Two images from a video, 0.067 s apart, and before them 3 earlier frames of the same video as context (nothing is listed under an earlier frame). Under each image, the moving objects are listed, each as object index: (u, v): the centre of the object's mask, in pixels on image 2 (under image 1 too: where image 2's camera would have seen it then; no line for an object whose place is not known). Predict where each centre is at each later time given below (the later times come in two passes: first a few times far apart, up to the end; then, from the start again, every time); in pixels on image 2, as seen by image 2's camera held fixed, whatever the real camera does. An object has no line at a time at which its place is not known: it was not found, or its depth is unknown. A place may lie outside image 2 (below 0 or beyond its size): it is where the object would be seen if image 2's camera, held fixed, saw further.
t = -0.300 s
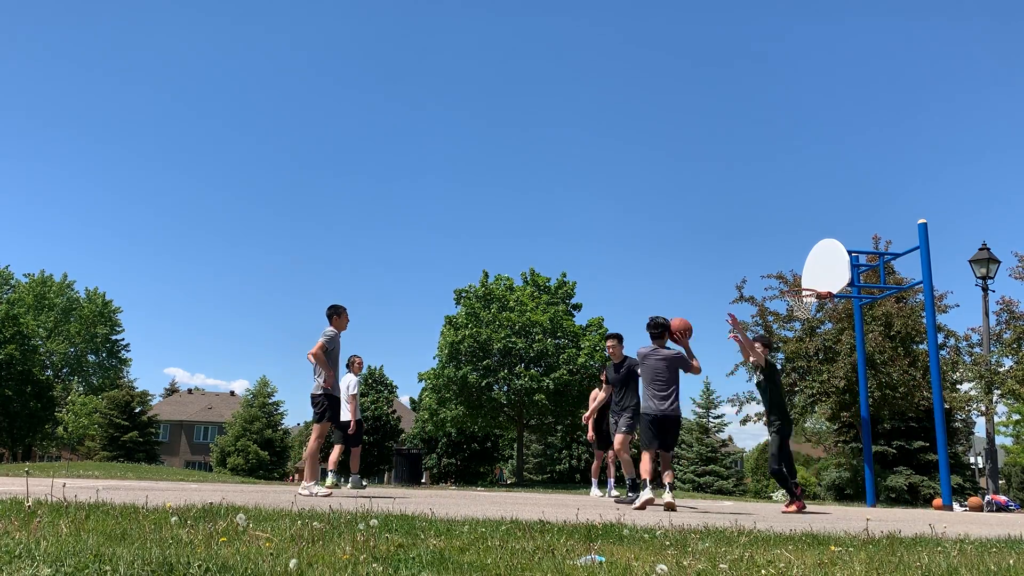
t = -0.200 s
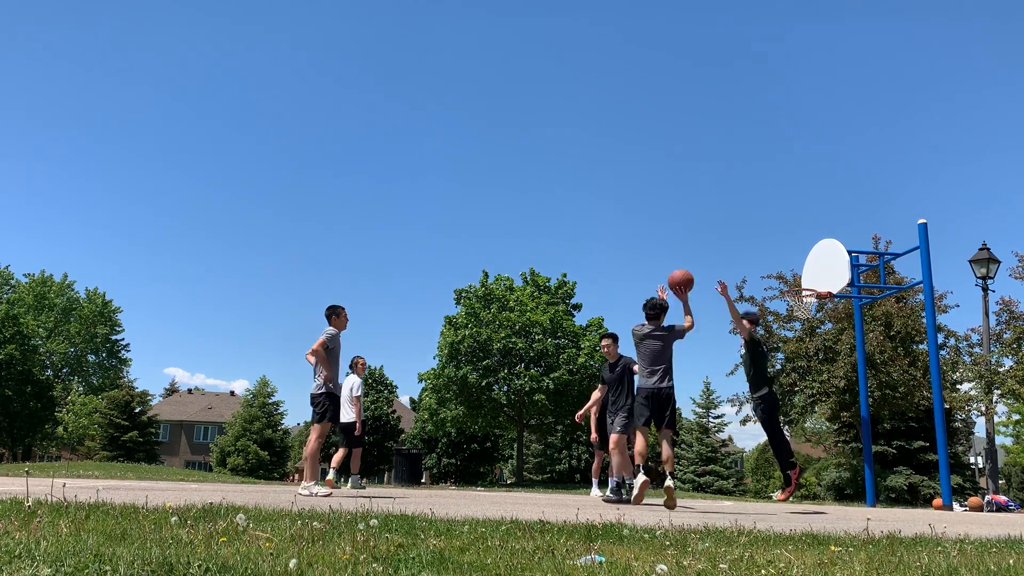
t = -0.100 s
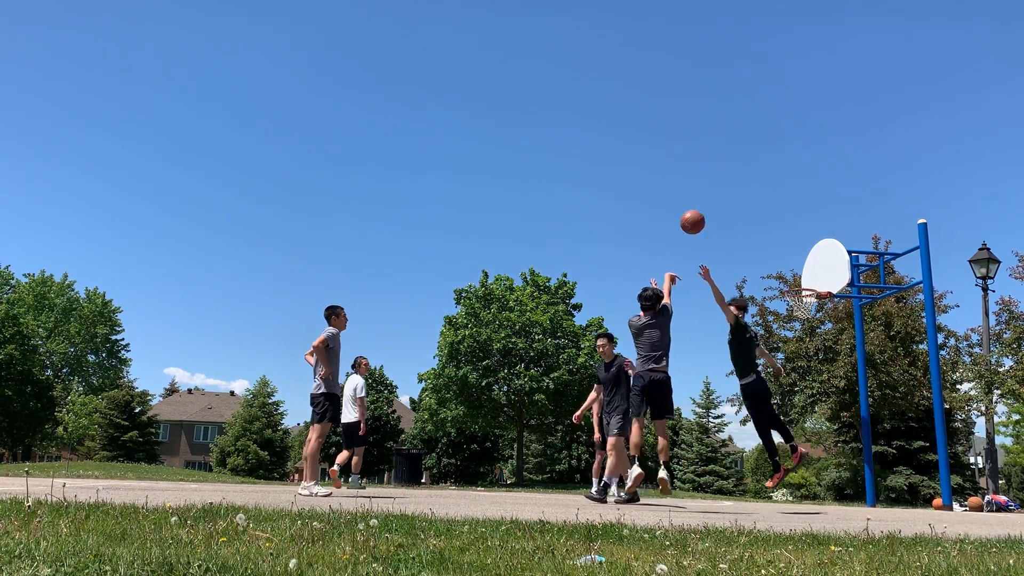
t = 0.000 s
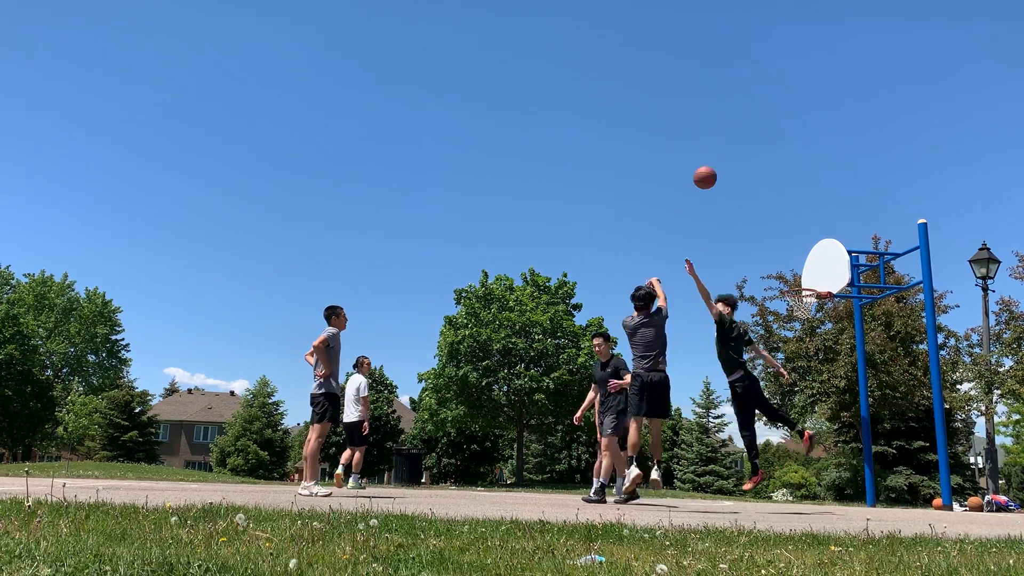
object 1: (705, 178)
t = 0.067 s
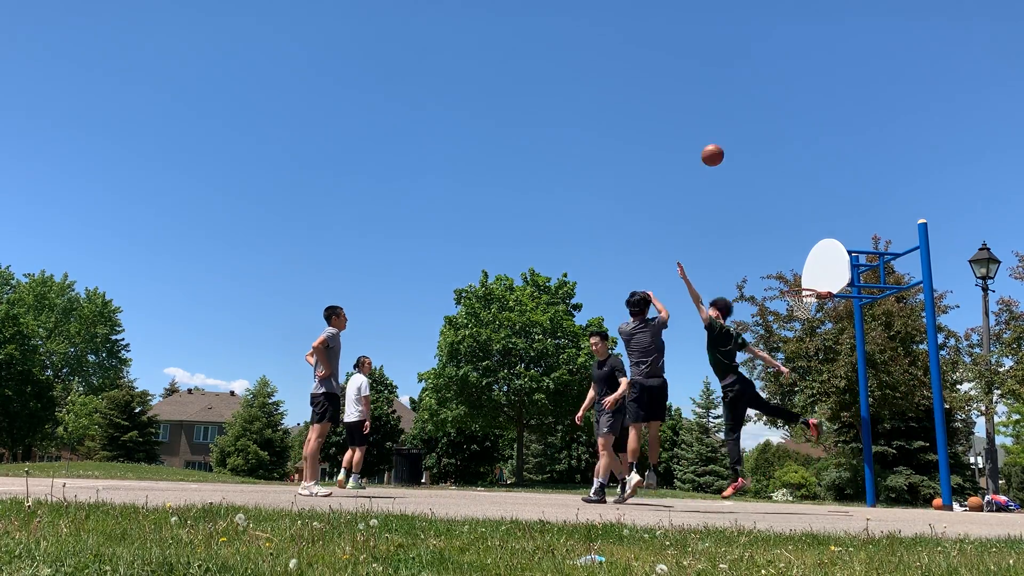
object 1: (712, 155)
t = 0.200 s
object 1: (726, 124)
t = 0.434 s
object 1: (746, 109)
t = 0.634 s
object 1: (762, 127)
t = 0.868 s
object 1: (778, 178)
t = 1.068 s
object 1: (792, 243)
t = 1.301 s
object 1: (803, 259)
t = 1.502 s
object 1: (809, 225)
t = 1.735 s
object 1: (819, 217)
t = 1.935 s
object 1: (829, 240)
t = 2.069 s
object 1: (837, 271)
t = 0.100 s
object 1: (716, 146)
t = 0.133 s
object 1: (719, 138)
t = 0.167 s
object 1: (723, 130)
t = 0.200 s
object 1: (726, 124)
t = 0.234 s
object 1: (729, 119)
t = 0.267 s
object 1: (732, 115)
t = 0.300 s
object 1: (735, 112)
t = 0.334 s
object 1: (738, 110)
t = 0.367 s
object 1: (741, 109)
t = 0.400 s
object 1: (743, 109)
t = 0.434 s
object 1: (746, 109)
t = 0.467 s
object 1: (749, 110)
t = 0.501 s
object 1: (752, 112)
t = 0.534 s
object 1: (754, 115)
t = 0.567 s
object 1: (757, 118)
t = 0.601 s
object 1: (759, 122)
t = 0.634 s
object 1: (762, 127)
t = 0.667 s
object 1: (764, 132)
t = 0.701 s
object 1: (766, 138)
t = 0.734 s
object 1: (769, 145)
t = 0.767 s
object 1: (771, 152)
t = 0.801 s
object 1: (774, 160)
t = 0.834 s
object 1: (776, 169)
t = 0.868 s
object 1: (778, 178)
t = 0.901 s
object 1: (781, 187)
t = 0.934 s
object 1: (783, 198)
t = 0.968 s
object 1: (785, 208)
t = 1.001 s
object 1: (787, 219)
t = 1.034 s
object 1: (790, 231)
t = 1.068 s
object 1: (792, 243)
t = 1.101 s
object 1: (794, 256)
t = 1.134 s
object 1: (796, 269)
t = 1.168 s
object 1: (798, 283)
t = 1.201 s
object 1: (800, 283)
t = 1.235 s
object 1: (801, 275)
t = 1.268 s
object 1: (802, 267)
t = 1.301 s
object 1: (803, 259)
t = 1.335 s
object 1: (804, 251)
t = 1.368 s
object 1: (805, 245)
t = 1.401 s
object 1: (806, 239)
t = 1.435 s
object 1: (807, 234)
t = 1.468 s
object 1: (808, 229)
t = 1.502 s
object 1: (809, 225)
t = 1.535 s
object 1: (811, 222)
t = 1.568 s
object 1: (812, 220)
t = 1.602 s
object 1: (813, 218)
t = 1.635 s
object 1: (815, 216)
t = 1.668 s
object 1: (816, 216)
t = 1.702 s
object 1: (817, 216)
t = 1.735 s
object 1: (819, 217)
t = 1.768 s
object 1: (820, 219)
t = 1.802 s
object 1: (822, 222)
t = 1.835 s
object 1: (824, 225)
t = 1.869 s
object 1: (825, 229)
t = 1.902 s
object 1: (827, 234)
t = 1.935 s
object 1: (829, 240)
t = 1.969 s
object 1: (831, 246)
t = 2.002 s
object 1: (833, 254)
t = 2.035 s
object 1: (835, 262)
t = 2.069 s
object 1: (837, 271)
